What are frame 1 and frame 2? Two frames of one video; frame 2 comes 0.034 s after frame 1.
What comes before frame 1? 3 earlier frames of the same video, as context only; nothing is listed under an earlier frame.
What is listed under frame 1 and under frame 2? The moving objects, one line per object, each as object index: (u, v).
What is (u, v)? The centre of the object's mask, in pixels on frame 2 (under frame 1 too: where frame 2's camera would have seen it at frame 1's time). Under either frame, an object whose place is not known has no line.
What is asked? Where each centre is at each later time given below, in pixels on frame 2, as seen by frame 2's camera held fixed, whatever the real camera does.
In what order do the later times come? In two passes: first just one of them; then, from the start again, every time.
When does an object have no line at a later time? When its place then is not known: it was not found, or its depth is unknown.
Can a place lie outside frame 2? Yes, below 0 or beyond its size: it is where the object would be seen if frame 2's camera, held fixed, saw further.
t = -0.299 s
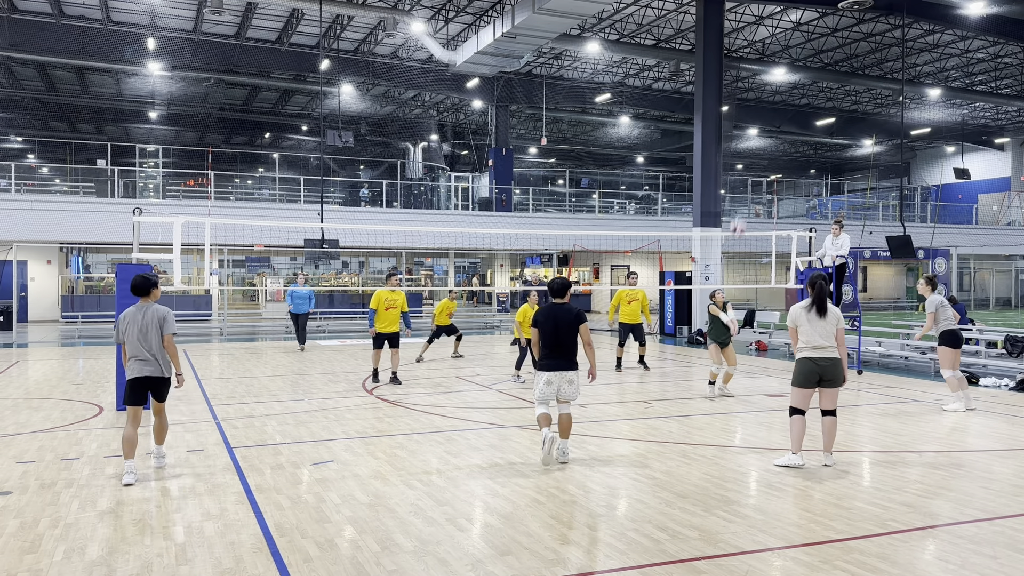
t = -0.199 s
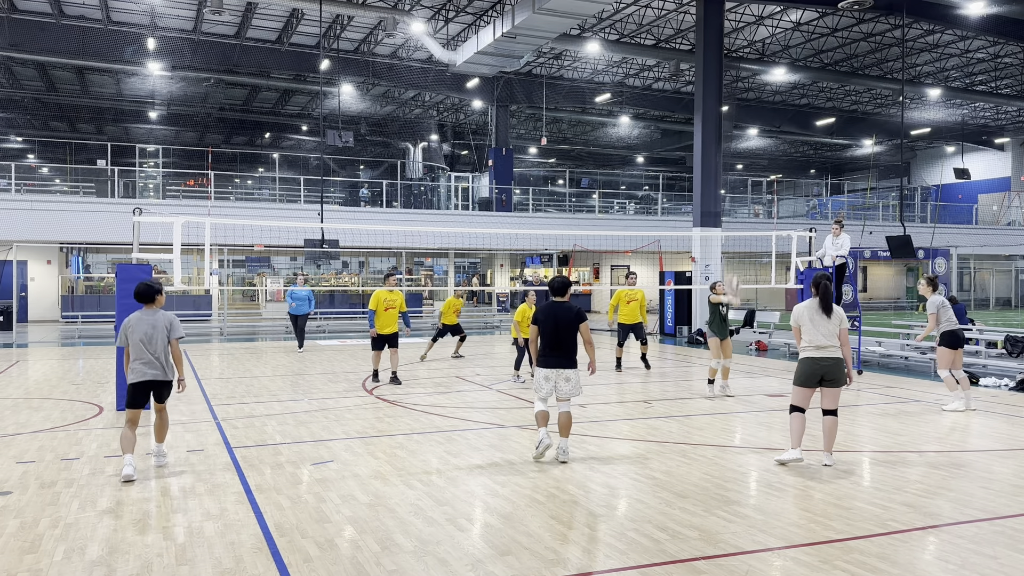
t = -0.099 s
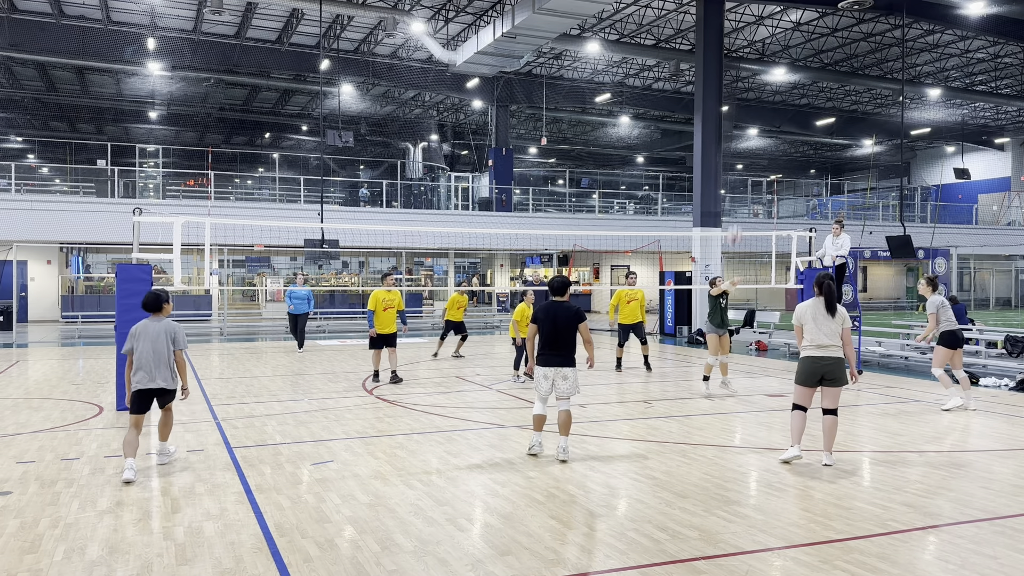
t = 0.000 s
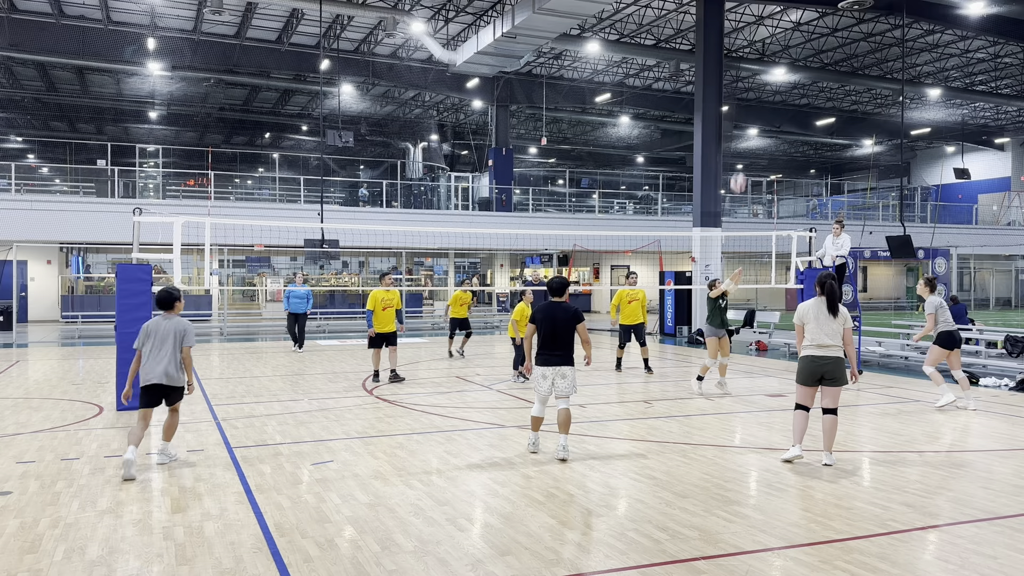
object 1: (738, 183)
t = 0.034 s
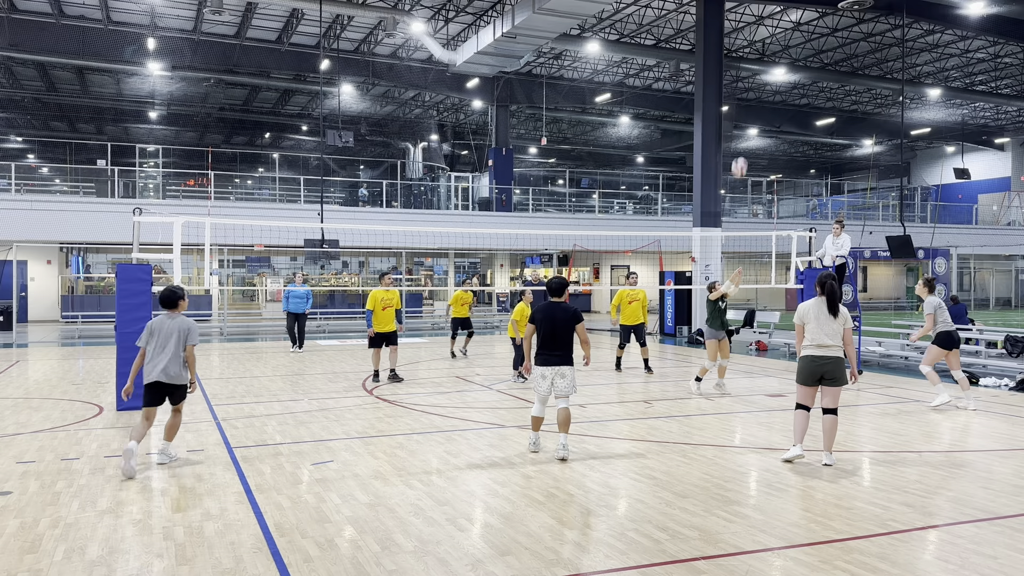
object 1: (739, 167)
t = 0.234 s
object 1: (746, 93)
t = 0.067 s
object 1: (740, 153)
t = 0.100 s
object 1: (741, 138)
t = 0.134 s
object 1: (742, 124)
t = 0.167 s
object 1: (744, 114)
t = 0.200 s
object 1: (745, 103)
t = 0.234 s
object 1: (746, 93)
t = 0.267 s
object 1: (747, 84)
